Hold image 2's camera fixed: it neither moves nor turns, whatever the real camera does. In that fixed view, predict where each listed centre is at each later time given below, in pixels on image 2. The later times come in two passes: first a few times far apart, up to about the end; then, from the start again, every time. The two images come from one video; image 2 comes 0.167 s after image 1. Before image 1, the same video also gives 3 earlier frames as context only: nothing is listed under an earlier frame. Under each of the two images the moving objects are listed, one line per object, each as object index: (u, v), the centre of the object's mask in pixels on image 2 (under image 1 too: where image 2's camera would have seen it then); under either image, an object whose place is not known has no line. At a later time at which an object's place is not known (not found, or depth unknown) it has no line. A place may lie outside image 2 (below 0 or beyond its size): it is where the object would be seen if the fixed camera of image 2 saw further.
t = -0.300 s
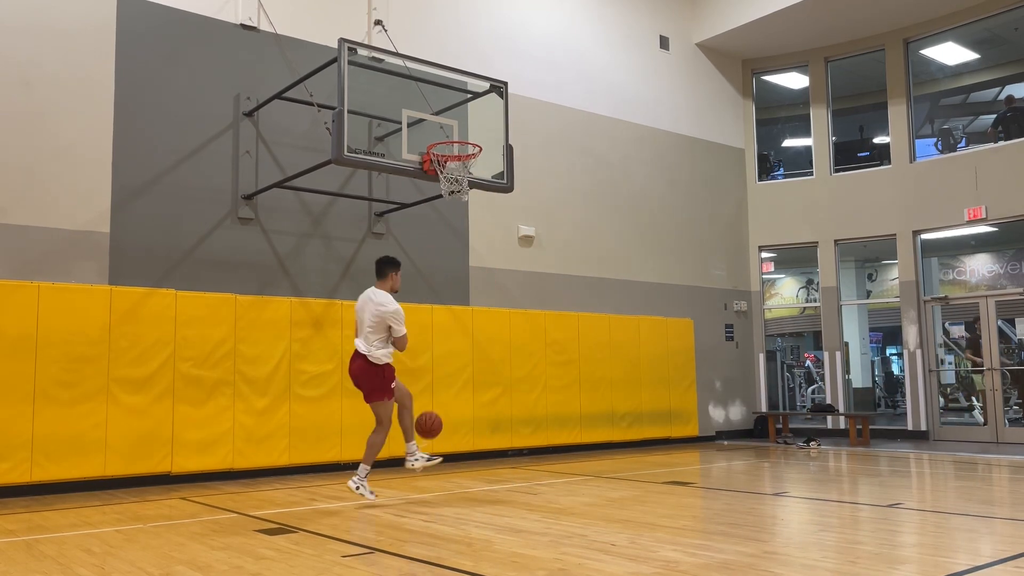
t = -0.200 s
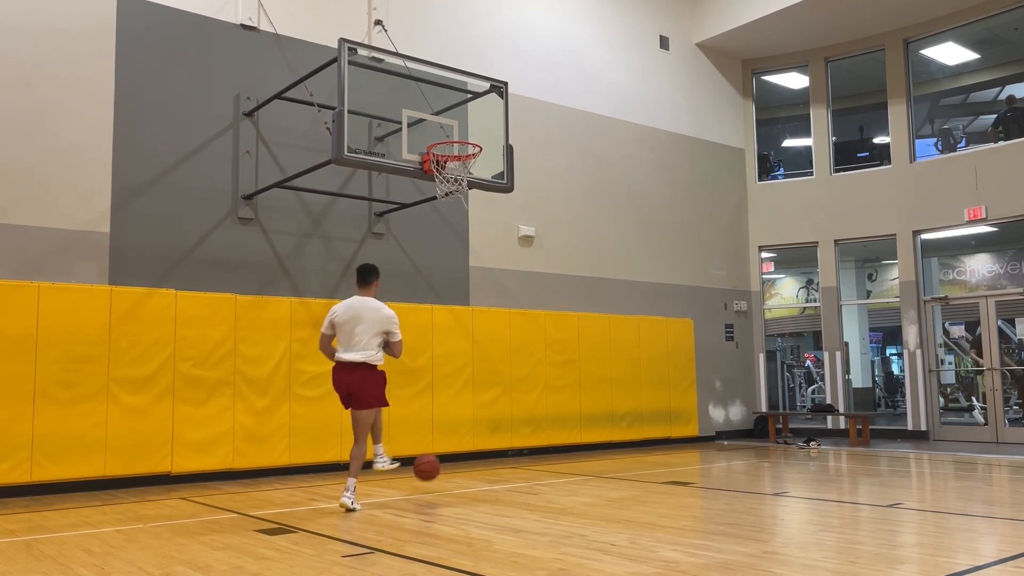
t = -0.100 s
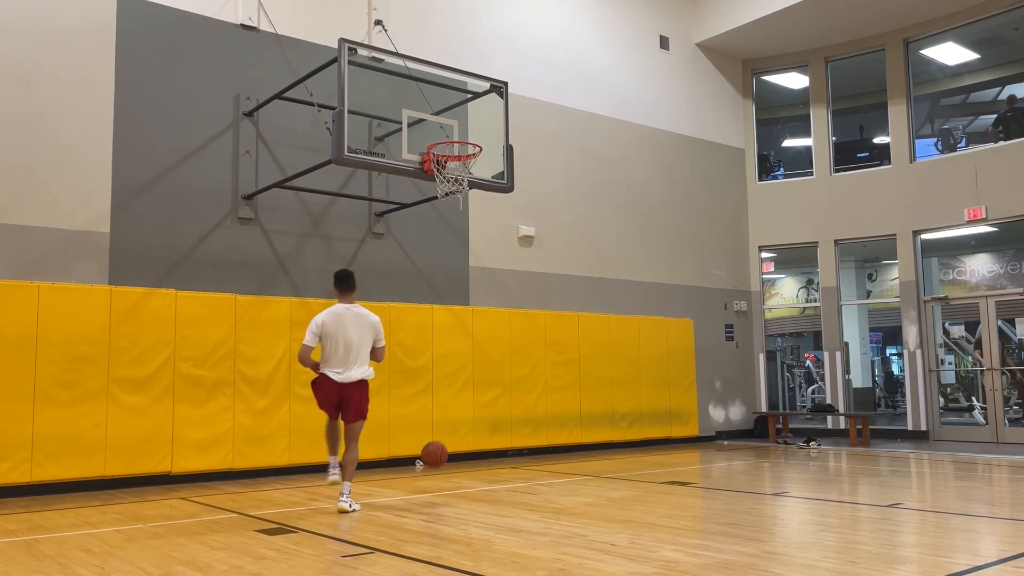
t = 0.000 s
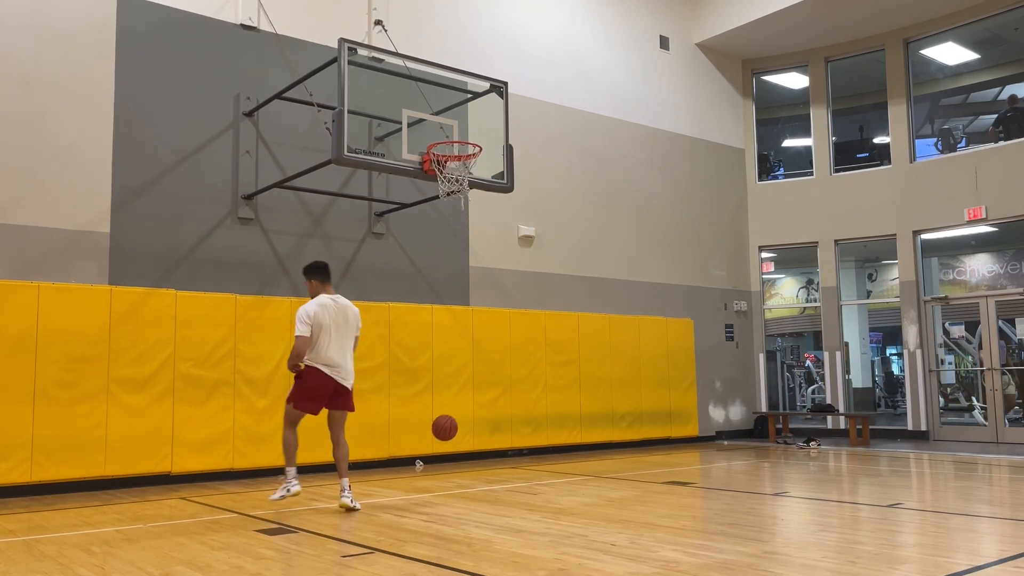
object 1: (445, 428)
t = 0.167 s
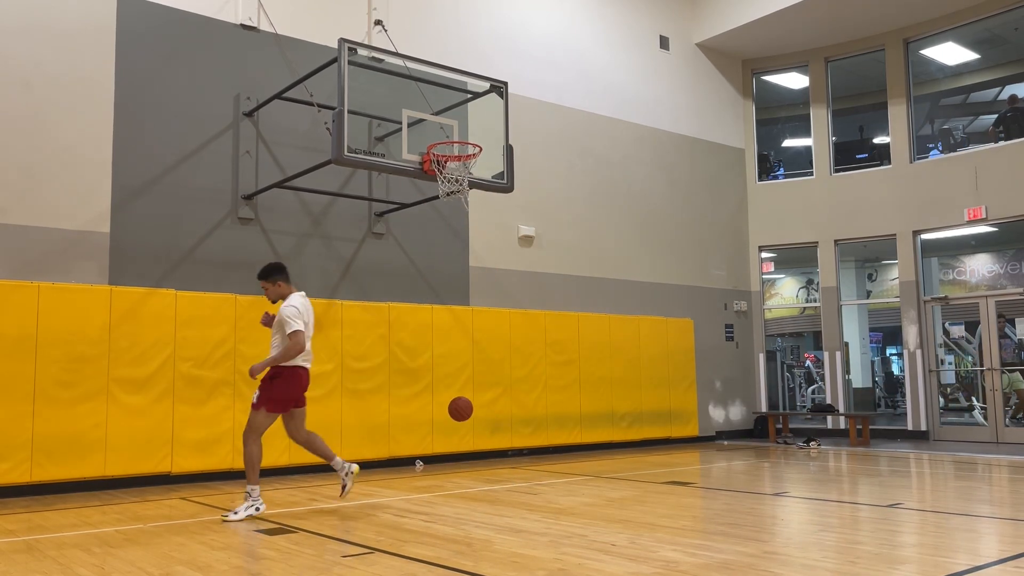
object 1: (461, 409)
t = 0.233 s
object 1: (466, 410)
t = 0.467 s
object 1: (486, 447)
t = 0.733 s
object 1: (506, 430)
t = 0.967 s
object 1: (522, 437)
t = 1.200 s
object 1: (535, 440)
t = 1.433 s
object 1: (548, 442)
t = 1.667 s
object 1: (558, 438)
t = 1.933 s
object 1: (569, 441)
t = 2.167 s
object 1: (578, 443)
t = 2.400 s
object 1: (596, 442)
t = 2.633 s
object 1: (609, 443)
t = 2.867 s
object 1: (622, 442)
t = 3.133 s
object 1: (636, 442)
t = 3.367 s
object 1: (647, 441)
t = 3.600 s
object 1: (658, 441)
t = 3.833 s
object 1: (669, 440)
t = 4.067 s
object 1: (678, 440)
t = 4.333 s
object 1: (689, 439)
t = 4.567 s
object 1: (698, 439)
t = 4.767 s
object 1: (706, 439)
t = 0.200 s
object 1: (463, 409)
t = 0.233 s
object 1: (466, 410)
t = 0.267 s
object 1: (469, 412)
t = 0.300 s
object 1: (472, 415)
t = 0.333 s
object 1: (475, 419)
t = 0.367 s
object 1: (478, 425)
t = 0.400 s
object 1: (481, 431)
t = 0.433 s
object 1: (483, 438)
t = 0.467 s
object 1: (486, 447)
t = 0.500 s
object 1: (489, 456)
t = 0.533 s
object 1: (492, 465)
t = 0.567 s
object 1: (494, 457)
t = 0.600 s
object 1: (496, 449)
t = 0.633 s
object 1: (499, 443)
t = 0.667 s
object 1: (501, 438)
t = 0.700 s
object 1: (504, 433)
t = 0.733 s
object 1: (506, 430)
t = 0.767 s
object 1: (508, 428)
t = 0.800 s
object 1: (511, 427)
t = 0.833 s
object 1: (513, 427)
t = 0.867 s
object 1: (515, 428)
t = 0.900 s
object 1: (517, 430)
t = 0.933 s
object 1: (519, 433)
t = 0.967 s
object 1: (522, 437)
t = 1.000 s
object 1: (524, 442)
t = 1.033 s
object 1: (526, 448)
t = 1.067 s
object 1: (528, 454)
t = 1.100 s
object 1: (530, 453)
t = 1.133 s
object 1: (532, 447)
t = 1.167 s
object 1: (534, 443)
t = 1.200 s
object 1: (535, 440)
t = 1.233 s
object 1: (537, 437)
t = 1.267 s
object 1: (539, 436)
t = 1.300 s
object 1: (541, 435)
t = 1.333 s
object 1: (543, 435)
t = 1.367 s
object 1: (544, 436)
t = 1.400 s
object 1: (546, 439)
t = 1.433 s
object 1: (548, 442)
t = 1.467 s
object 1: (549, 446)
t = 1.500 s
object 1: (551, 450)
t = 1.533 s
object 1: (553, 448)
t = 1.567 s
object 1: (554, 444)
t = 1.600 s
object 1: (555, 441)
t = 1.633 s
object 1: (557, 439)
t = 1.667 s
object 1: (558, 438)
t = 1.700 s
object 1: (560, 438)
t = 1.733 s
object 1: (561, 439)
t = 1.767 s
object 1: (563, 440)
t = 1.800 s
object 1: (564, 443)
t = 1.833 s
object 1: (566, 446)
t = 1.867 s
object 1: (567, 446)
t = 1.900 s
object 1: (568, 443)
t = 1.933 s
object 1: (569, 441)
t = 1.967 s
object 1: (570, 439)
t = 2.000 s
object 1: (572, 439)
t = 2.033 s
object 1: (573, 439)
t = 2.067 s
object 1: (574, 441)
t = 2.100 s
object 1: (575, 443)
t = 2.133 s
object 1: (577, 444)
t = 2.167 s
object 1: (578, 443)
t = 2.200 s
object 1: (582, 441)
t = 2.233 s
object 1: (584, 441)
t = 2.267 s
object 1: (587, 442)
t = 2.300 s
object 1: (590, 443)
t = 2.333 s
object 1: (592, 444)
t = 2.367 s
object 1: (594, 443)
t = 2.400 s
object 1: (596, 442)
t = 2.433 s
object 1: (598, 442)
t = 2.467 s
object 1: (600, 443)
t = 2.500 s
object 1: (602, 444)
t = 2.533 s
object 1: (604, 442)
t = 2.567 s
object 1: (606, 442)
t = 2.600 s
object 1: (608, 443)
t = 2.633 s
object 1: (609, 443)
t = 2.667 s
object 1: (611, 443)
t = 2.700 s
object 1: (613, 443)
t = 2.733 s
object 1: (615, 443)
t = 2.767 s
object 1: (617, 443)
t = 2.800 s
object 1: (619, 442)
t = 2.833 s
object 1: (620, 443)
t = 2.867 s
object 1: (622, 442)
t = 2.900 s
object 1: (624, 442)
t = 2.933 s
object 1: (625, 442)
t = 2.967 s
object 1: (627, 442)
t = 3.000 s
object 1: (629, 442)
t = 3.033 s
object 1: (631, 442)
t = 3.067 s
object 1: (633, 442)
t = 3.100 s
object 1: (634, 442)
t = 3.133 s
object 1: (636, 442)
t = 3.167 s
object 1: (638, 442)
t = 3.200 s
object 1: (639, 442)
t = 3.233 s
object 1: (641, 442)
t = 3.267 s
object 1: (642, 442)
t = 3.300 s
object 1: (644, 442)
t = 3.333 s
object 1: (646, 442)
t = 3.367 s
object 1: (647, 441)
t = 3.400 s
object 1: (649, 441)
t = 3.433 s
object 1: (651, 441)
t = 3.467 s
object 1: (652, 441)
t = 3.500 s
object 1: (654, 441)
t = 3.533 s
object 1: (655, 441)
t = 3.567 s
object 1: (657, 441)
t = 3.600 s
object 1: (658, 441)
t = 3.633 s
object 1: (660, 441)
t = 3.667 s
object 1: (661, 441)
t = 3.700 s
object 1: (663, 441)
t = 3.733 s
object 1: (664, 441)
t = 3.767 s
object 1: (666, 441)
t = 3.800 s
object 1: (667, 441)
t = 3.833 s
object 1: (669, 440)
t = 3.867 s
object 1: (670, 440)
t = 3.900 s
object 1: (672, 440)
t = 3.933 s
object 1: (673, 440)
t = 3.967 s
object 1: (674, 440)
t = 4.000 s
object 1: (676, 440)
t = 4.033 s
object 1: (677, 440)
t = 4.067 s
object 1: (678, 440)
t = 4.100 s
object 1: (680, 440)
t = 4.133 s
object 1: (681, 440)
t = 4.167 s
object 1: (683, 440)
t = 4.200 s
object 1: (684, 440)
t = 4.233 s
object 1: (685, 440)
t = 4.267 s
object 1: (687, 440)
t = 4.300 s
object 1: (688, 440)
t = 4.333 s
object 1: (689, 439)
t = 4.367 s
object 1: (691, 439)
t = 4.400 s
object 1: (692, 439)
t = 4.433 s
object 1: (693, 439)
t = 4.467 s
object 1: (694, 439)
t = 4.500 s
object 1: (696, 439)
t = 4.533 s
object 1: (697, 439)
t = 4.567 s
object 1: (698, 439)
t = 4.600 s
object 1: (700, 439)
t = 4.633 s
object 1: (701, 439)
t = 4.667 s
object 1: (702, 439)
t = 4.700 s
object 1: (703, 439)
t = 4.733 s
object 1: (705, 439)
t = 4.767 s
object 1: (706, 439)
